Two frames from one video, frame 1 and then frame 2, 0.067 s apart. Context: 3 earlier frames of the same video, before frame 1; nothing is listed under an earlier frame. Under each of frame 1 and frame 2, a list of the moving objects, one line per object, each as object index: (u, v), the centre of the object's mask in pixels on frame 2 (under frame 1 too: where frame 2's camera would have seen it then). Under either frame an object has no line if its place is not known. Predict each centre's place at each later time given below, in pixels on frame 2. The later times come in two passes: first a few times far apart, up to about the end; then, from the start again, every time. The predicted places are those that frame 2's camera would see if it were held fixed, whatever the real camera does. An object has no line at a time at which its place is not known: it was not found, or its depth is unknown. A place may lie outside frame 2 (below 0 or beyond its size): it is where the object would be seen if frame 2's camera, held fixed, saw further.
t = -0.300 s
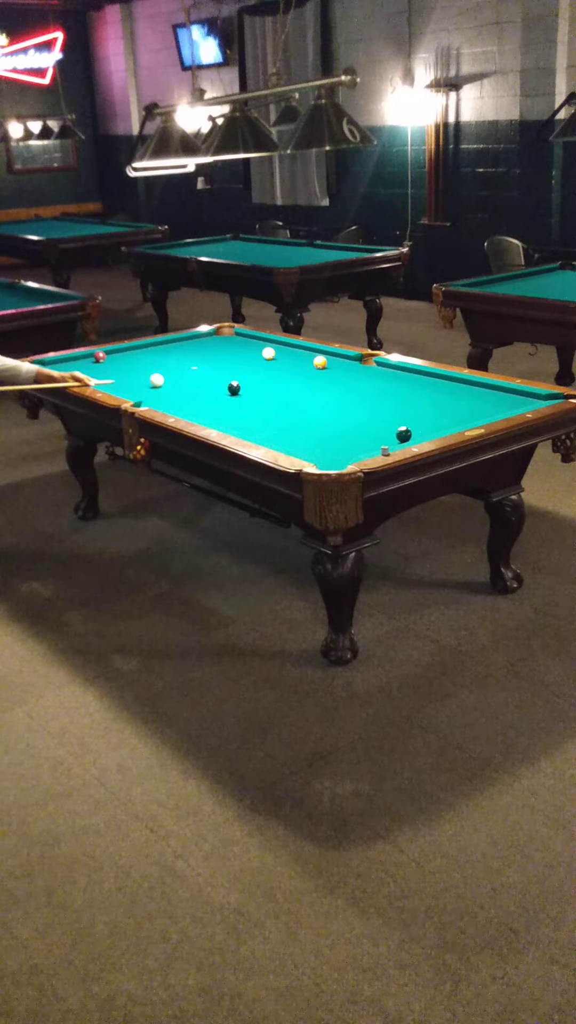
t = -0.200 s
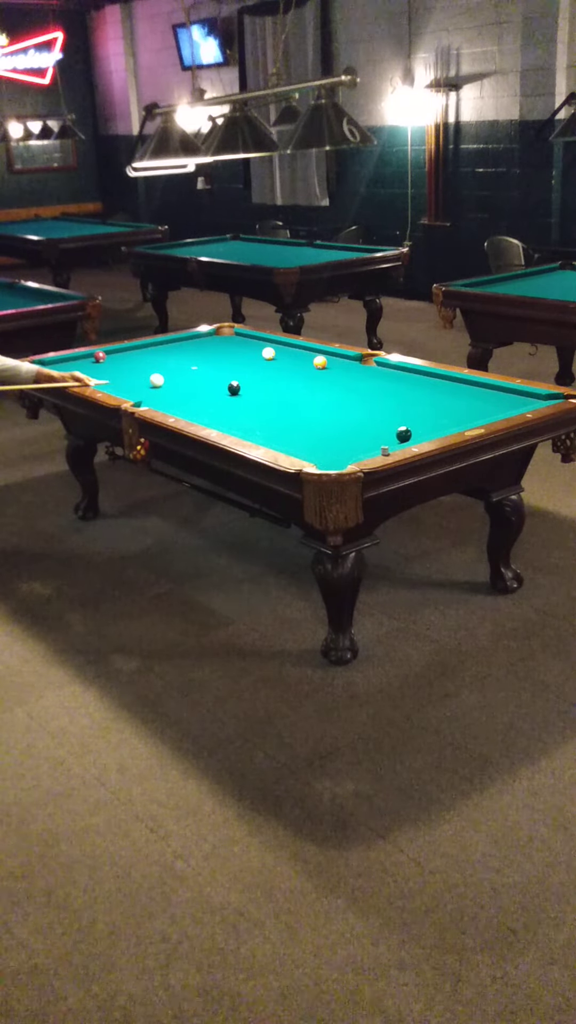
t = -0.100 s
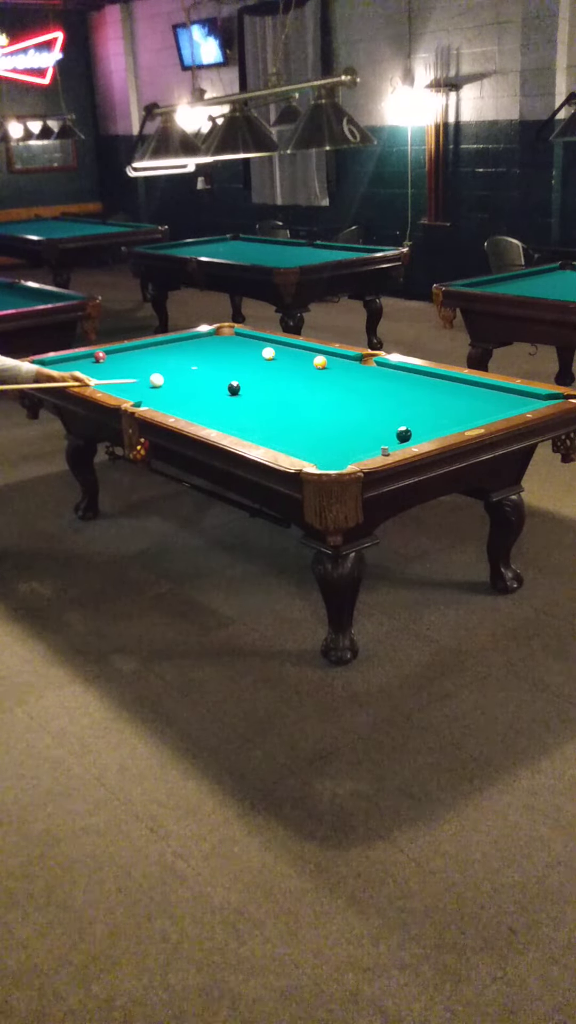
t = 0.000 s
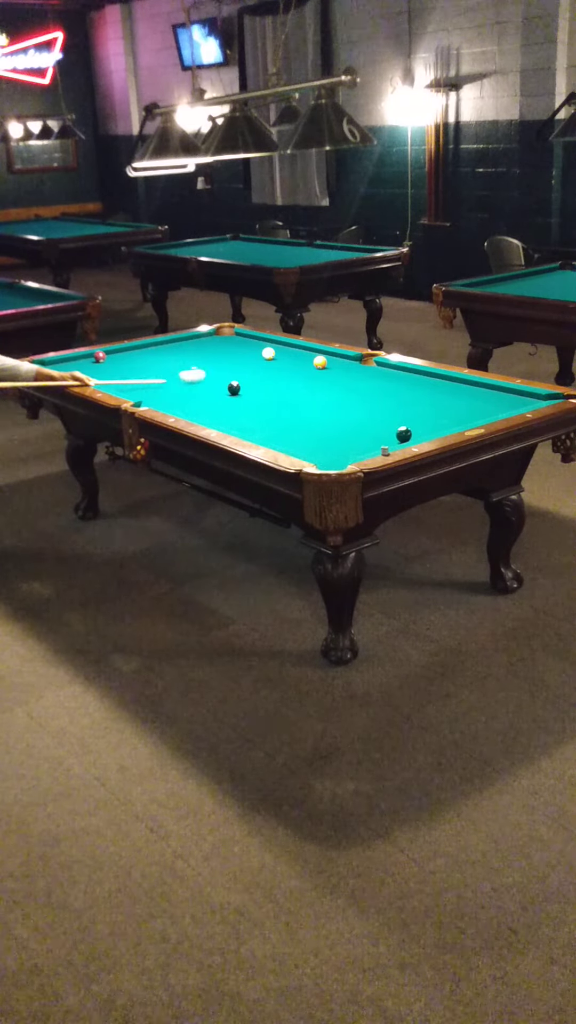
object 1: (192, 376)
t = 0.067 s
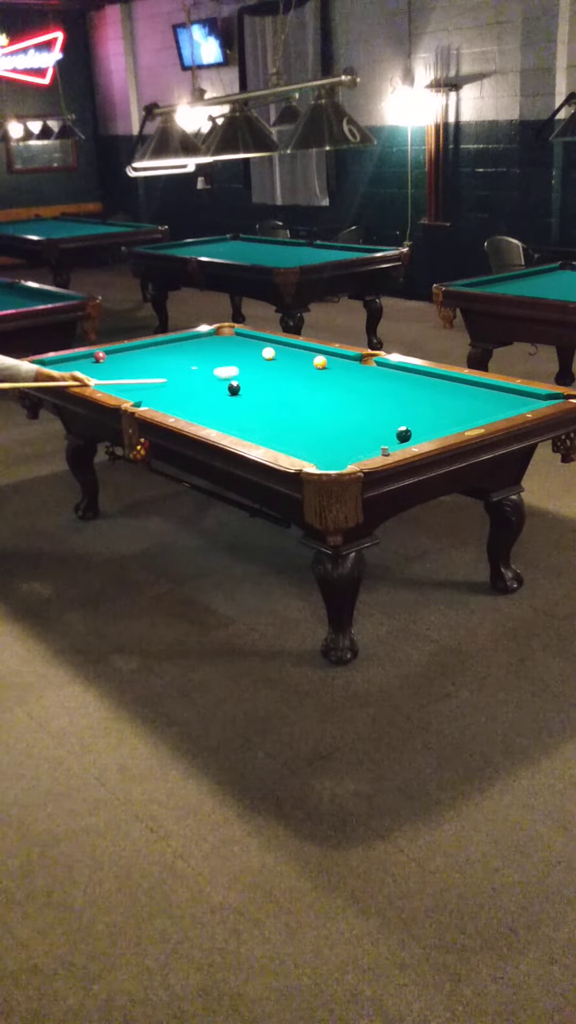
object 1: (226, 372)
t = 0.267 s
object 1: (308, 364)
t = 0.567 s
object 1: (336, 365)
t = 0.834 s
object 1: (366, 365)
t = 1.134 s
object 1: (386, 367)
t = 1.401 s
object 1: (391, 371)
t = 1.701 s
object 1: (396, 376)
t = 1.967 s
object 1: (400, 380)
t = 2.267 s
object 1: (404, 385)
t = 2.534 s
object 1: (407, 388)
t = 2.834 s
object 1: (410, 391)
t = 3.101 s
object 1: (412, 394)
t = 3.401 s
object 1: (414, 396)
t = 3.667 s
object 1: (417, 398)
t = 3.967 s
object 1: (418, 399)
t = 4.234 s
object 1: (419, 400)
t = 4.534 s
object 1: (419, 400)
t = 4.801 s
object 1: (419, 400)
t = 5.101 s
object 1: (419, 400)
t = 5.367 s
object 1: (419, 400)
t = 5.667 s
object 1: (419, 400)
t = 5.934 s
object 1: (419, 400)
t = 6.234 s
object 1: (419, 400)
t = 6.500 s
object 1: (419, 400)
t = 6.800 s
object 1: (419, 400)
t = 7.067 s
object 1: (419, 400)
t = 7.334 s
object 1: (419, 400)
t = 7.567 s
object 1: (419, 400)
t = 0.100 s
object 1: (242, 371)
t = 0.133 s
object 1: (257, 369)
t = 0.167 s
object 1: (271, 367)
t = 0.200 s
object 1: (285, 366)
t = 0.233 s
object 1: (298, 364)
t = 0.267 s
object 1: (308, 364)
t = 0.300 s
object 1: (310, 364)
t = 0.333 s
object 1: (312, 365)
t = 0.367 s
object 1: (314, 365)
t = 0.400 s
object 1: (317, 365)
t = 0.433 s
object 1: (321, 365)
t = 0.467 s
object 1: (324, 365)
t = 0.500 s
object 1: (328, 365)
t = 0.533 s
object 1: (332, 365)
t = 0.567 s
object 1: (336, 365)
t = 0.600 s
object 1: (340, 365)
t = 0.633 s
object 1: (343, 365)
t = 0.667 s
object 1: (347, 365)
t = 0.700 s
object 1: (351, 365)
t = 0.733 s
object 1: (355, 365)
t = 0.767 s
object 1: (358, 365)
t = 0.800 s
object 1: (362, 365)
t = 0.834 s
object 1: (366, 365)
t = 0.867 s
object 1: (369, 365)
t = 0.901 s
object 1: (373, 364)
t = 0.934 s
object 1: (377, 364)
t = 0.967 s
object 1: (380, 364)
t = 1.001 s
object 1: (383, 364)
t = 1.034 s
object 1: (384, 365)
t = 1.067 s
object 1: (385, 366)
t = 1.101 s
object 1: (386, 366)
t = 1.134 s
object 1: (386, 367)
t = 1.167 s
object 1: (387, 367)
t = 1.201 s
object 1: (388, 368)
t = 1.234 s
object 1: (388, 368)
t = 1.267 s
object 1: (389, 369)
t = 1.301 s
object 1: (389, 370)
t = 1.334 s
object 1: (390, 370)
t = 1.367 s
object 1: (391, 371)
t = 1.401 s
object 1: (391, 371)
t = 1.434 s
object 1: (392, 372)
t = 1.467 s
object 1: (392, 372)
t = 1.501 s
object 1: (393, 373)
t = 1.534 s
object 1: (394, 374)
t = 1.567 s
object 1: (394, 374)
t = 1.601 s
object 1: (395, 375)
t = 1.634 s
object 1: (395, 375)
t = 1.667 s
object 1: (396, 376)
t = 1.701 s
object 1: (396, 376)
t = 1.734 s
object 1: (397, 377)
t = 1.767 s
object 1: (397, 377)
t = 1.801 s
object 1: (398, 378)
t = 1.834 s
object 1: (398, 378)
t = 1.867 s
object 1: (399, 379)
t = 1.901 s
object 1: (400, 379)
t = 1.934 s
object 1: (400, 380)
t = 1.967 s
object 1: (400, 380)
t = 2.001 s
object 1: (401, 381)
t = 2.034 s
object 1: (401, 381)
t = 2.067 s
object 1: (402, 382)
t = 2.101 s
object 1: (402, 382)
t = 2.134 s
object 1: (402, 383)
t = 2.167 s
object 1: (403, 383)
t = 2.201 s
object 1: (403, 384)
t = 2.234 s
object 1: (404, 384)
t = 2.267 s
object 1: (404, 385)
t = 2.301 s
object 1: (404, 385)
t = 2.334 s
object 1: (405, 385)
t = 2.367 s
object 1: (405, 386)
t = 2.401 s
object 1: (406, 386)
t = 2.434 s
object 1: (406, 387)
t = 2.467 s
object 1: (406, 387)
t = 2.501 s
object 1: (407, 388)
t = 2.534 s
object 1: (407, 388)
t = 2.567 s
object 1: (407, 388)
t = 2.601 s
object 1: (408, 389)
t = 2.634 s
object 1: (408, 389)
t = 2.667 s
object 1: (408, 389)
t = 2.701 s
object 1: (409, 390)
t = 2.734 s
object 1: (409, 390)
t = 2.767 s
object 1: (409, 391)
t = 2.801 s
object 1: (410, 391)
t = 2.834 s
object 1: (410, 391)
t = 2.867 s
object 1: (410, 392)
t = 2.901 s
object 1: (410, 392)
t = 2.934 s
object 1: (411, 392)
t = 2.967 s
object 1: (411, 393)
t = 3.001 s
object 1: (411, 393)
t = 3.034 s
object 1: (411, 393)
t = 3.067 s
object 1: (412, 394)
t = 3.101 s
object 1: (412, 394)
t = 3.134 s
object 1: (412, 394)
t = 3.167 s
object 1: (412, 394)
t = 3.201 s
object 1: (413, 395)
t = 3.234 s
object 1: (413, 395)
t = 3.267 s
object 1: (413, 395)
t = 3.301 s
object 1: (413, 396)
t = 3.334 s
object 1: (414, 396)
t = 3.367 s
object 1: (414, 396)
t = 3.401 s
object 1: (414, 396)
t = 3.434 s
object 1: (415, 396)
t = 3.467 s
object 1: (415, 397)
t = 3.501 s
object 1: (415, 397)
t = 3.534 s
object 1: (416, 397)
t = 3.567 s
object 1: (416, 397)
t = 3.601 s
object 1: (416, 397)
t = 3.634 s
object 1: (416, 398)
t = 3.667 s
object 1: (417, 398)
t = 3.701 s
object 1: (417, 398)
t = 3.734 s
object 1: (417, 398)
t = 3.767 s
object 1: (417, 398)
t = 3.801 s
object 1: (417, 398)
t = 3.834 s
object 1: (417, 399)
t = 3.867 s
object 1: (418, 399)
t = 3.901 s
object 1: (418, 399)
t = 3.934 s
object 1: (418, 399)
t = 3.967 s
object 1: (418, 399)
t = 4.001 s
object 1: (418, 399)
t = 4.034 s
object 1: (418, 399)
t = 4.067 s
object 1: (418, 399)
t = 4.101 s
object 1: (418, 400)
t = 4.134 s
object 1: (418, 400)
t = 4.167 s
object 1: (418, 400)
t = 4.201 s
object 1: (418, 400)
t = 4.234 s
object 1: (419, 400)
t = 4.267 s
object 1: (419, 400)
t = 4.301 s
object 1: (419, 400)
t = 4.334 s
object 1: (419, 400)
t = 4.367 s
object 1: (419, 400)
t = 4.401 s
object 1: (419, 400)
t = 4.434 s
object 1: (419, 400)
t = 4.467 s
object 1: (419, 400)
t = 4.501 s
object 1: (419, 400)
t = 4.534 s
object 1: (419, 400)
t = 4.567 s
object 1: (419, 400)
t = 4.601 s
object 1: (419, 400)
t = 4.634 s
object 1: (419, 400)
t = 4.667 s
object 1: (419, 400)
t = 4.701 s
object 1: (419, 400)
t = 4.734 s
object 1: (419, 400)
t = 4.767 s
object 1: (419, 400)
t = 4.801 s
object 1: (419, 400)
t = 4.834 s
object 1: (419, 400)
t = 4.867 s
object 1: (419, 400)
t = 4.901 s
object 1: (419, 400)
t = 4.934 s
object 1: (419, 400)
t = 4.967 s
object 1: (419, 400)
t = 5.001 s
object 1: (419, 400)
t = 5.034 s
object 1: (419, 400)
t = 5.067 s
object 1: (419, 400)
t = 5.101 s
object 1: (419, 400)
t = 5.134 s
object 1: (419, 400)
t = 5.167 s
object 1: (419, 400)
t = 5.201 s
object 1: (419, 400)
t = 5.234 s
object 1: (419, 400)
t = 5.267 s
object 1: (419, 400)
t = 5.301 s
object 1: (419, 400)
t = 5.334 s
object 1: (419, 400)
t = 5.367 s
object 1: (419, 400)
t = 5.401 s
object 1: (419, 400)
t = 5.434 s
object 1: (419, 400)
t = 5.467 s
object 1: (419, 400)
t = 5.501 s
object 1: (419, 400)
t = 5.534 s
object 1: (419, 400)
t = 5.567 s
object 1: (419, 400)
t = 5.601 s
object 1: (419, 400)
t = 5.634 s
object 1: (419, 400)
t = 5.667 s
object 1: (419, 400)
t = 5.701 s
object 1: (419, 400)
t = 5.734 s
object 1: (419, 400)
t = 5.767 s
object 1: (419, 400)
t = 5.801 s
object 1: (419, 400)
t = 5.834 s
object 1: (419, 400)
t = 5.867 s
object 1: (419, 400)
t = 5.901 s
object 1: (419, 400)
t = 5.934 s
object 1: (419, 400)
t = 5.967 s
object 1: (419, 400)
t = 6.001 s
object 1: (419, 400)
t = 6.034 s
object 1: (419, 400)
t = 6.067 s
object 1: (419, 400)
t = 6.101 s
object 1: (419, 400)
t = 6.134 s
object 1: (419, 400)
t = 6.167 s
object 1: (419, 400)
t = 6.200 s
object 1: (419, 400)
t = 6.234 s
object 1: (419, 400)
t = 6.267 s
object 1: (419, 400)
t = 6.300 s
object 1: (419, 400)
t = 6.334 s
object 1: (419, 400)
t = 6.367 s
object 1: (419, 400)
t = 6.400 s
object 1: (419, 400)
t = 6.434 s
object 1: (419, 400)
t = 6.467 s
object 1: (419, 400)
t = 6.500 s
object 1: (419, 400)
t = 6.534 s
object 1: (419, 400)
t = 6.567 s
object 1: (419, 400)
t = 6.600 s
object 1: (419, 400)
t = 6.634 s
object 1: (419, 400)
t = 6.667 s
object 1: (419, 400)
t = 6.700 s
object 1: (419, 400)
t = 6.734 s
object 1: (419, 400)
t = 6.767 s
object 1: (419, 400)
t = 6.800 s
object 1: (419, 400)
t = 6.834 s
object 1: (419, 400)
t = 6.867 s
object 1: (419, 400)
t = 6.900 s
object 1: (419, 400)
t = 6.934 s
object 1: (419, 400)
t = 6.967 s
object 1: (419, 400)
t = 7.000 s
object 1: (419, 400)
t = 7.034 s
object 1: (419, 400)
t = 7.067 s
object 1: (419, 400)
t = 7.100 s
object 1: (419, 400)
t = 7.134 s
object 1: (419, 400)
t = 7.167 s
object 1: (419, 400)
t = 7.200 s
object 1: (419, 400)
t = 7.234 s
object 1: (419, 400)
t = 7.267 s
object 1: (419, 400)
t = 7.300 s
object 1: (419, 400)
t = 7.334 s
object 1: (419, 400)
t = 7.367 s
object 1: (419, 400)
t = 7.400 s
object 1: (419, 400)
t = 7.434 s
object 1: (419, 400)
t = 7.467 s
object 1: (419, 400)
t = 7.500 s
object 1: (419, 400)
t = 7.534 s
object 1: (419, 400)
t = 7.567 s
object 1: (419, 400)
